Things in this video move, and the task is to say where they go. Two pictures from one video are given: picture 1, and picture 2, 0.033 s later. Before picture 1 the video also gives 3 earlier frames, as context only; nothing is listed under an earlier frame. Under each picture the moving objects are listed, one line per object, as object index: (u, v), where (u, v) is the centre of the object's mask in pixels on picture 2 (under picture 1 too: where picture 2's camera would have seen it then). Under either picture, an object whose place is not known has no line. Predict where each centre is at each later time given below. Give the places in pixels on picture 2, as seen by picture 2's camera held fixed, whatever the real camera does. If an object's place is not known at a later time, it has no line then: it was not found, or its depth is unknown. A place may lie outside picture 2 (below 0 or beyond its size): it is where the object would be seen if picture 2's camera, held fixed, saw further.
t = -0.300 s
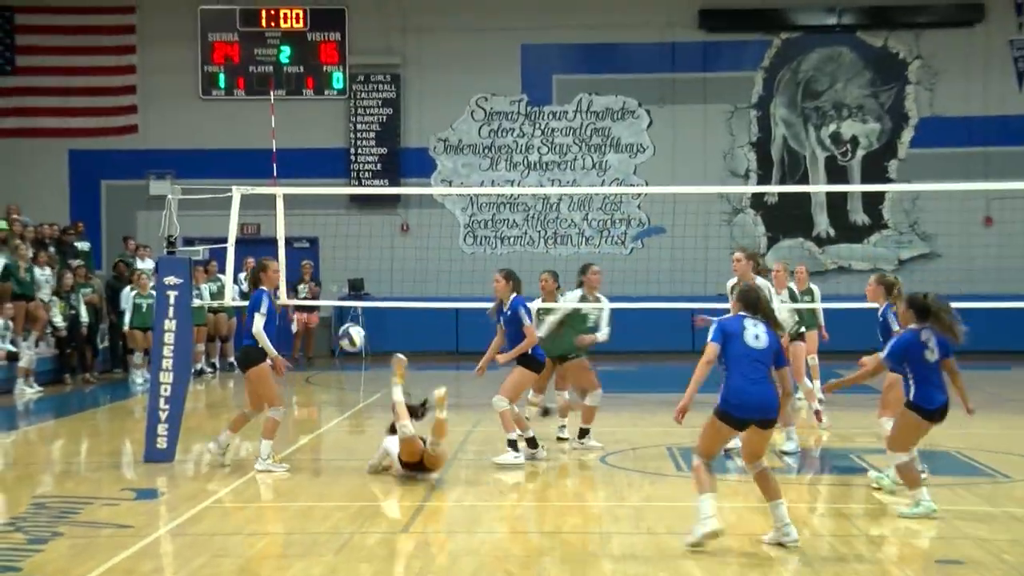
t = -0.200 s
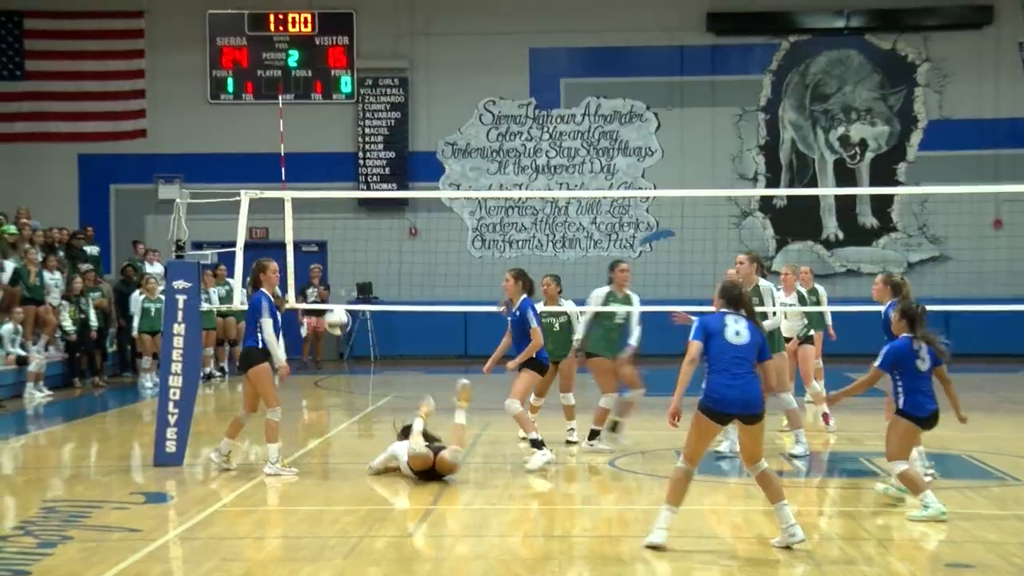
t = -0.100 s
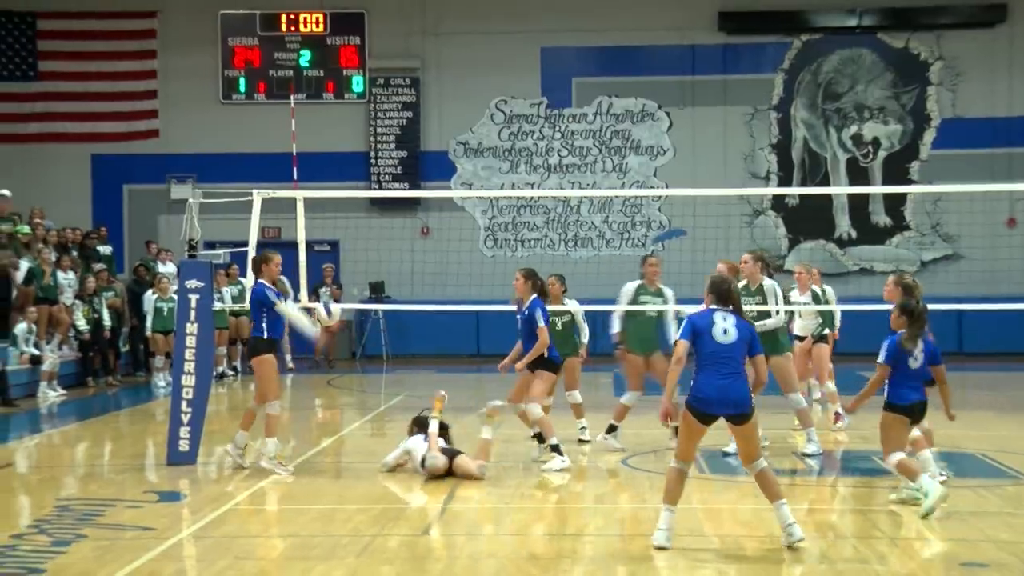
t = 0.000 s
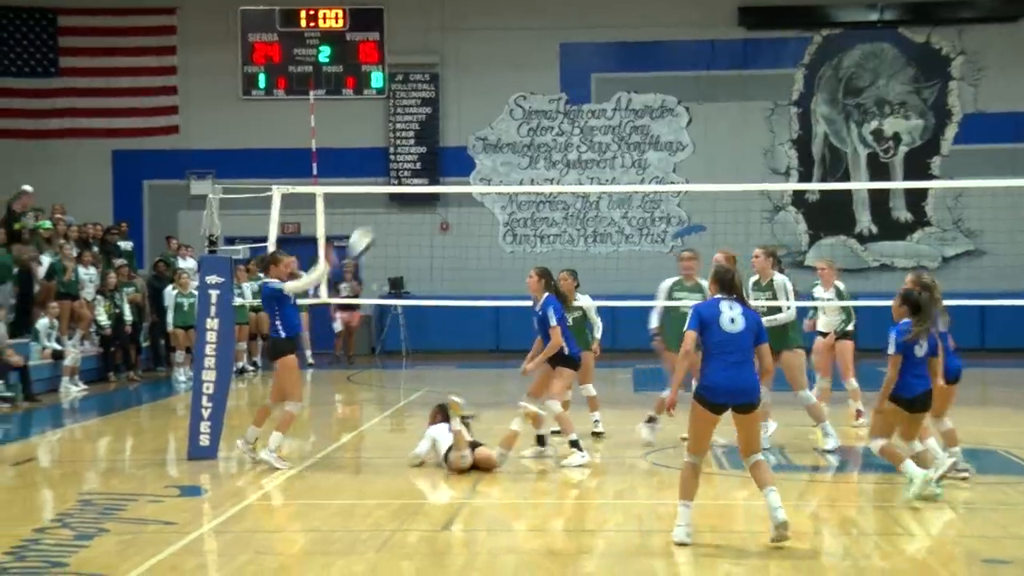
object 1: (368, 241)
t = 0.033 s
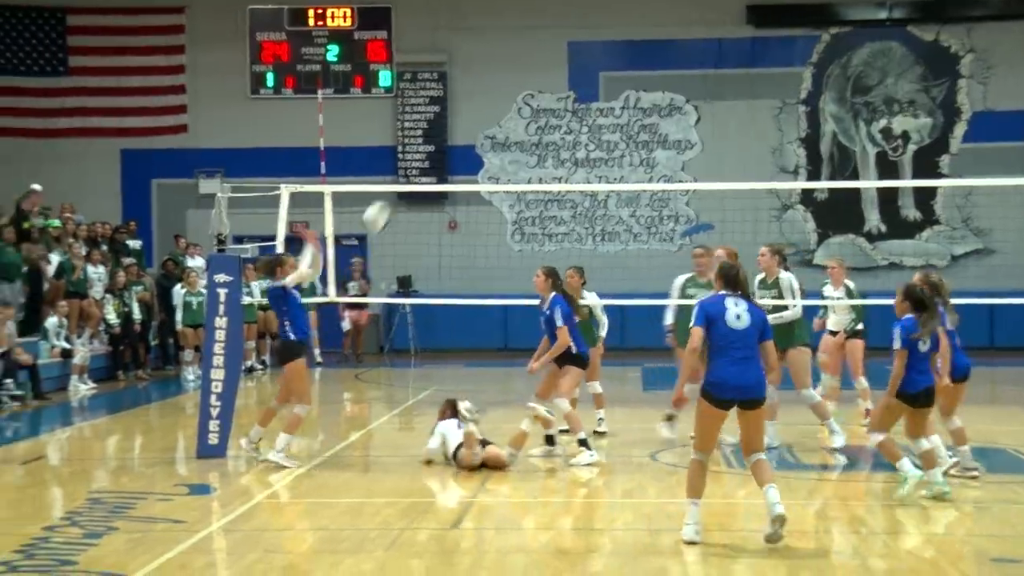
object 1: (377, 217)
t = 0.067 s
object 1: (383, 194)
